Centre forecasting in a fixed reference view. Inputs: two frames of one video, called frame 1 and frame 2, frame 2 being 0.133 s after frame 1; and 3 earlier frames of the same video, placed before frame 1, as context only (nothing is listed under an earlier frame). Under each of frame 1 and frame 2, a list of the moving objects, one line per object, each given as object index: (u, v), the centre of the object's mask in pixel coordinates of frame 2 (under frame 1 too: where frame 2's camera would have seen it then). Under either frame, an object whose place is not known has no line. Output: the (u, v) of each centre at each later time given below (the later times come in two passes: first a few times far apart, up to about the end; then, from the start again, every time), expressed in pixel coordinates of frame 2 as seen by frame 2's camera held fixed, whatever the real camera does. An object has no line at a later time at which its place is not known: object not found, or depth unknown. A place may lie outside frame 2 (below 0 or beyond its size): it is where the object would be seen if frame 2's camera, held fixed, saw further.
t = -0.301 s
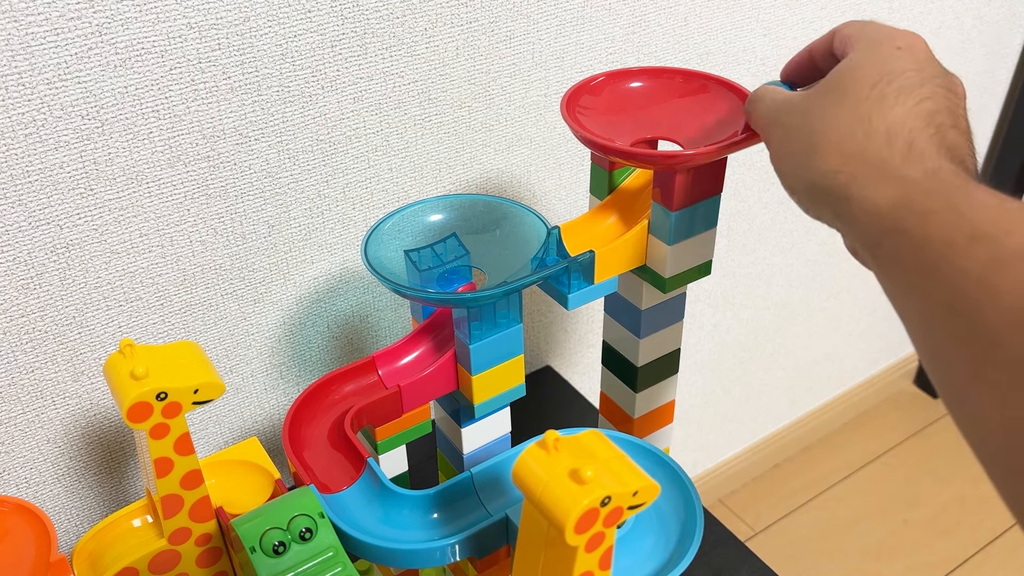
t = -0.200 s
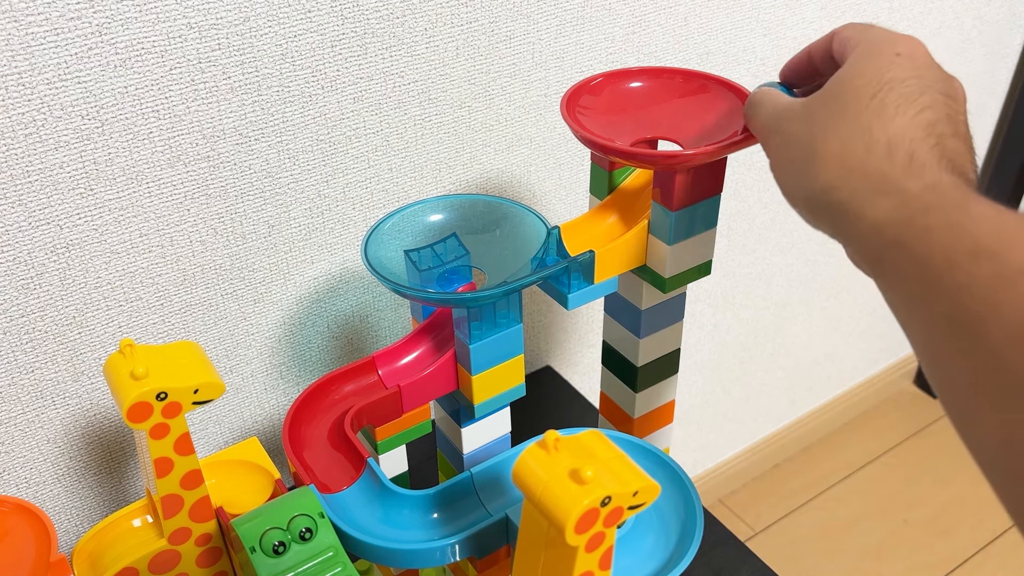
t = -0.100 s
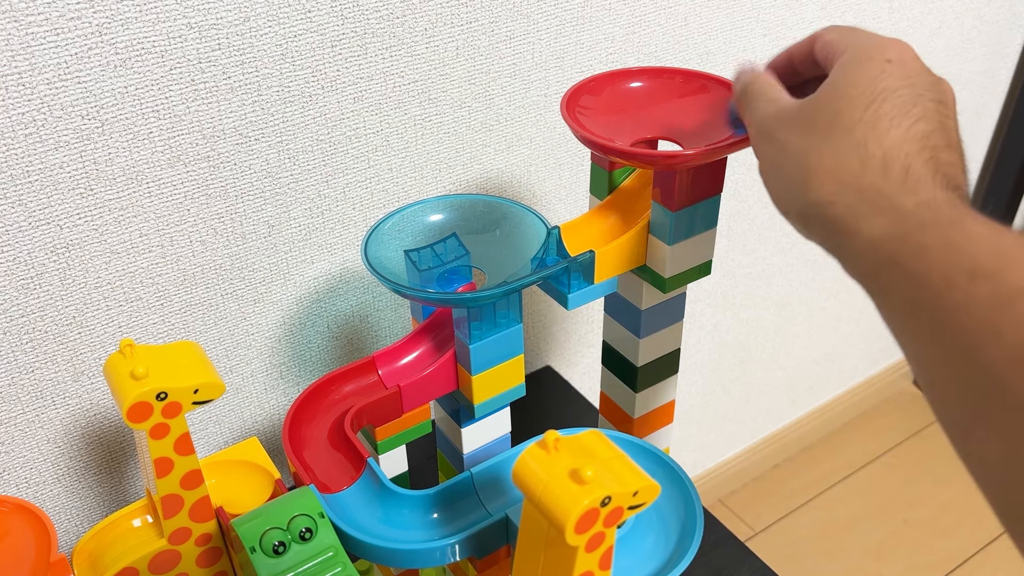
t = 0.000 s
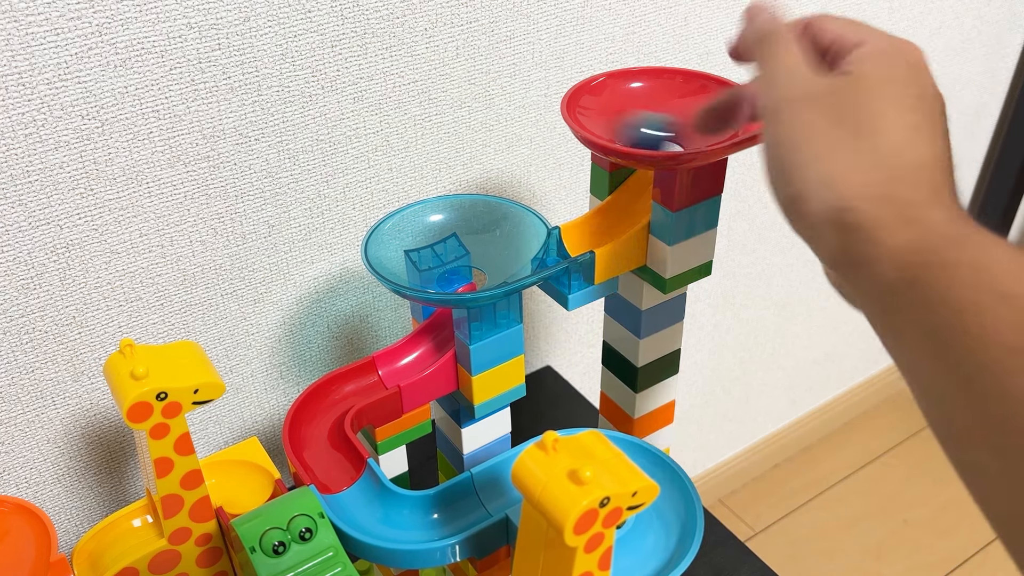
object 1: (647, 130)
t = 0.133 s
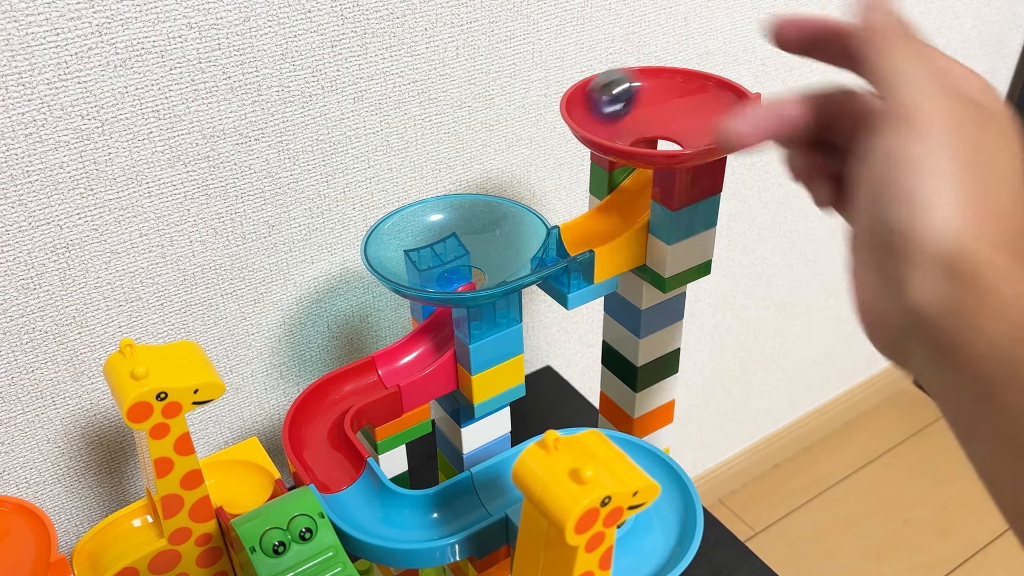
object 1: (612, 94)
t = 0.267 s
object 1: (701, 95)
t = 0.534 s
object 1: (602, 115)
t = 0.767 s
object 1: (714, 103)
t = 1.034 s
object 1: (598, 109)
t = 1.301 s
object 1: (716, 119)
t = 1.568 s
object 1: (607, 98)
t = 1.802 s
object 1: (708, 125)
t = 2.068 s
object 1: (616, 98)
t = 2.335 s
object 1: (687, 131)
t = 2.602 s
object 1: (636, 97)
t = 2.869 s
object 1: (667, 133)
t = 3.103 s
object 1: (632, 102)
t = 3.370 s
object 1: (673, 132)
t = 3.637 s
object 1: (644, 100)
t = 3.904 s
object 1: (656, 132)
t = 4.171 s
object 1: (663, 99)
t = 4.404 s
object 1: (650, 132)
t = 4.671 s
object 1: (670, 100)
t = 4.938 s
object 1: (634, 129)
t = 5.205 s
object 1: (682, 107)
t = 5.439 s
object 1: (641, 130)
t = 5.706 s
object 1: (672, 107)
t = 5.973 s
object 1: (634, 128)
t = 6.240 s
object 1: (682, 109)
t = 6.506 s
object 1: (625, 125)
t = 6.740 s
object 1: (682, 108)
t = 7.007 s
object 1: (624, 125)
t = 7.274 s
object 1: (689, 115)
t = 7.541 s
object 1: (621, 122)
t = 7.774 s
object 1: (683, 116)
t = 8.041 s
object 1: (627, 124)
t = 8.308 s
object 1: (685, 119)
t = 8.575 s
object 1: (626, 121)
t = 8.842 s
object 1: (686, 123)
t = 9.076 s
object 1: (625, 122)
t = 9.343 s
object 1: (688, 122)
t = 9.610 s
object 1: (624, 117)
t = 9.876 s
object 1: (685, 128)
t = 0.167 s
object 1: (633, 86)
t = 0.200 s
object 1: (658, 82)
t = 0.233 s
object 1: (682, 85)
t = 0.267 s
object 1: (701, 95)
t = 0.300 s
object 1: (711, 107)
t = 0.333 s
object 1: (711, 120)
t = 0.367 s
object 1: (699, 128)
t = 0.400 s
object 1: (680, 132)
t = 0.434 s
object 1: (655, 133)
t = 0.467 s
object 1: (631, 129)
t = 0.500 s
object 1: (612, 122)
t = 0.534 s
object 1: (602, 115)
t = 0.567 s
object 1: (602, 110)
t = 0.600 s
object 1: (613, 102)
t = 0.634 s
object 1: (632, 95)
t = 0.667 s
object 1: (654, 92)
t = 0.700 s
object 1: (681, 89)
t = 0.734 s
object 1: (701, 93)
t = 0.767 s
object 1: (714, 103)
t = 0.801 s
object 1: (716, 115)
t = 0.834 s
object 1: (705, 125)
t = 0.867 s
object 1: (689, 130)
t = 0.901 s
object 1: (662, 133)
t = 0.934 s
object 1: (637, 130)
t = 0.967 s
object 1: (616, 124)
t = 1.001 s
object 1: (601, 115)
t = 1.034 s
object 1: (598, 109)
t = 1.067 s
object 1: (604, 103)
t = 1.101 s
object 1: (618, 98)
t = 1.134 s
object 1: (640, 96)
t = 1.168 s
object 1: (664, 97)
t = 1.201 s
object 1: (690, 98)
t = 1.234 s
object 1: (708, 103)
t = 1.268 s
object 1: (718, 113)
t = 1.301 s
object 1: (716, 119)
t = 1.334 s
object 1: (703, 127)
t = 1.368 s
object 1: (685, 131)
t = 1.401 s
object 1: (659, 133)
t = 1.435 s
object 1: (635, 129)
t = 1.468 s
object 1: (615, 123)
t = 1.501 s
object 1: (602, 114)
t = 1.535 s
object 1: (601, 105)
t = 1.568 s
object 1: (607, 98)
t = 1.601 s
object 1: (623, 94)
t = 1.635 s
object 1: (642, 95)
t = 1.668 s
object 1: (664, 99)
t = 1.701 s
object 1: (688, 103)
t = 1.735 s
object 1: (703, 111)
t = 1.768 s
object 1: (711, 119)
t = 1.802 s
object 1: (708, 125)
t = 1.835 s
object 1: (697, 129)
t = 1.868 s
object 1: (679, 133)
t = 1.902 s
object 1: (655, 133)
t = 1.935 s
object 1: (635, 130)
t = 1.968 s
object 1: (619, 123)
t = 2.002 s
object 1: (609, 115)
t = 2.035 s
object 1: (609, 106)
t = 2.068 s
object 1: (616, 98)
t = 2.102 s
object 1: (630, 92)
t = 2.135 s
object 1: (647, 92)
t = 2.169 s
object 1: (669, 95)
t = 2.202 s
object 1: (686, 101)
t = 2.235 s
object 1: (699, 112)
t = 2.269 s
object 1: (702, 121)
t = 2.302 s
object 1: (698, 127)
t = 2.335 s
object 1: (687, 131)
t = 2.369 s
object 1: (669, 133)
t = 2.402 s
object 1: (648, 132)
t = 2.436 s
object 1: (631, 129)
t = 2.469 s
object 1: (617, 124)
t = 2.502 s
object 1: (611, 118)
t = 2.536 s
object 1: (612, 112)
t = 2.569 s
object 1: (622, 103)
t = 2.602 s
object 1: (636, 97)
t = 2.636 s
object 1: (653, 94)
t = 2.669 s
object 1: (675, 94)
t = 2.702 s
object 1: (691, 99)
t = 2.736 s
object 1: (701, 108)
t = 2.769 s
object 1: (704, 118)
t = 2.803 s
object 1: (698, 126)
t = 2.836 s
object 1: (686, 130)
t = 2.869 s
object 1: (667, 133)
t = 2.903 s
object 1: (645, 131)
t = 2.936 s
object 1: (628, 128)
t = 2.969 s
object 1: (613, 122)
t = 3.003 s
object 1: (607, 116)
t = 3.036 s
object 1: (608, 112)
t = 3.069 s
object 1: (618, 105)
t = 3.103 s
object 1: (632, 102)
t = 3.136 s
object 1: (651, 100)
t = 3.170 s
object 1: (672, 100)
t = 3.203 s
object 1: (691, 103)
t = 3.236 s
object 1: (704, 109)
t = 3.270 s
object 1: (708, 117)
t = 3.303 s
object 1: (703, 124)
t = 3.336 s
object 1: (692, 129)
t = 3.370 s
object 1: (673, 132)
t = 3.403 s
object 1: (651, 132)
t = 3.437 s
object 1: (632, 129)
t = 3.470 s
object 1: (616, 122)
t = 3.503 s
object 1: (608, 115)
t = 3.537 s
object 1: (607, 108)
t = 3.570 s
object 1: (614, 102)
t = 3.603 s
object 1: (627, 100)
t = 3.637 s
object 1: (644, 100)
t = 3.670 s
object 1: (664, 102)
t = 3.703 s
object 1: (683, 106)
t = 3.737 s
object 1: (697, 114)
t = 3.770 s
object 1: (703, 121)
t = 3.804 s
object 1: (700, 126)
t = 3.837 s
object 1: (691, 130)
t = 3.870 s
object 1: (674, 133)
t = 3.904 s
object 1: (656, 132)
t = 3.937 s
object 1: (637, 130)
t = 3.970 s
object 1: (623, 124)
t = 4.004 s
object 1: (615, 118)
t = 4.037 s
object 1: (614, 112)
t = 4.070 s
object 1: (620, 103)
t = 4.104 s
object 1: (632, 98)
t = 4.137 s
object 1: (647, 97)
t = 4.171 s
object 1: (663, 99)
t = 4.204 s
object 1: (681, 104)
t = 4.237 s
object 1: (692, 112)
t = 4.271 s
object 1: (696, 121)
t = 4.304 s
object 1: (693, 127)
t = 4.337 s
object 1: (684, 131)
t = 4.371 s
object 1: (668, 133)
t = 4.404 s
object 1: (650, 132)
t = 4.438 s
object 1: (634, 129)
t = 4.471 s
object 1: (622, 125)
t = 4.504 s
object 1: (616, 120)
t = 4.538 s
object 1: (616, 115)
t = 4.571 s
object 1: (623, 108)
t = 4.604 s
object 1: (635, 104)
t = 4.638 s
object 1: (651, 101)
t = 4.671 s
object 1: (670, 100)
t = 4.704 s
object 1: (685, 103)
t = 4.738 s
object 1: (695, 110)
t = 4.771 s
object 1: (699, 119)
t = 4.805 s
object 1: (695, 125)
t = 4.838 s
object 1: (685, 130)
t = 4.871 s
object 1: (669, 132)
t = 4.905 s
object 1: (650, 131)
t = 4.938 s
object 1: (634, 129)
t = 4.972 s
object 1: (620, 124)
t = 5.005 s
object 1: (613, 119)
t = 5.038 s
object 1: (612, 114)
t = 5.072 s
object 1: (618, 110)
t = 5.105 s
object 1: (630, 106)
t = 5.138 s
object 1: (645, 105)
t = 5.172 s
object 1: (664, 105)
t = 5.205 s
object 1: (682, 107)
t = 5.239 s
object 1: (694, 113)
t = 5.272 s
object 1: (700, 119)
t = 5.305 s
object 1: (699, 124)
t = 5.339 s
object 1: (691, 128)
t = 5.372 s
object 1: (677, 132)
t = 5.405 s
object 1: (659, 132)
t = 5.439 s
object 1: (641, 130)
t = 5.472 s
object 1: (627, 126)
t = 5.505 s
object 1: (618, 121)
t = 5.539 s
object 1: (614, 115)
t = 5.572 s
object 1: (618, 109)
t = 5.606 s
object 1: (626, 104)
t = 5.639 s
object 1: (639, 103)
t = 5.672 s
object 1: (653, 104)
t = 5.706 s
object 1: (672, 107)
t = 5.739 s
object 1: (685, 113)
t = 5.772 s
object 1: (693, 120)
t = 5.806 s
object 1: (695, 125)
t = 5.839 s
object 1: (690, 129)
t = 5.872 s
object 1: (679, 132)
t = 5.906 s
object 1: (664, 133)
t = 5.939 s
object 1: (647, 131)
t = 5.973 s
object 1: (634, 128)
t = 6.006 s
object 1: (624, 124)
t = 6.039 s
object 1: (620, 118)
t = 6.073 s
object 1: (622, 112)
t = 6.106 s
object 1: (629, 106)
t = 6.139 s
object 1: (640, 103)
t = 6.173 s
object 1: (653, 102)
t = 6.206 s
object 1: (670, 104)
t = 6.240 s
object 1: (682, 109)
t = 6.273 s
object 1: (689, 116)
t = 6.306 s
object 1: (691, 123)
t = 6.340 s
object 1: (687, 128)
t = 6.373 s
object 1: (676, 131)
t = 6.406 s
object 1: (663, 132)
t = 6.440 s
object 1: (648, 132)
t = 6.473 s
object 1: (635, 129)
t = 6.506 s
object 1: (625, 125)
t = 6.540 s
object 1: (621, 121)
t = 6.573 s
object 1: (622, 117)
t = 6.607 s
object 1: (629, 111)
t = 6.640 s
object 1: (640, 107)
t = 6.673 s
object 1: (653, 105)
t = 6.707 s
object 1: (668, 105)
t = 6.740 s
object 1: (682, 108)
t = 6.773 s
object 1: (690, 113)
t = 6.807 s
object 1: (693, 120)
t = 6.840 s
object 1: (690, 126)
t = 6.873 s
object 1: (681, 130)
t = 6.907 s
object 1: (667, 132)
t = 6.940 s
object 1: (650, 131)
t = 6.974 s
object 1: (636, 129)
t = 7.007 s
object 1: (624, 125)
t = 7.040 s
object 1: (619, 121)
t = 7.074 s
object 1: (618, 117)
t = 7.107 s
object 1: (624, 113)
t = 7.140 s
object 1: (633, 110)
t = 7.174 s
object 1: (648, 108)
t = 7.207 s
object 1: (664, 108)
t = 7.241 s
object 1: (679, 110)
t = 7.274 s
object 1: (689, 115)
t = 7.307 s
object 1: (694, 121)
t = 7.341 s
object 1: (693, 125)
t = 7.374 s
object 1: (686, 129)
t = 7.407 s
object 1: (673, 132)
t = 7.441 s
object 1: (657, 132)
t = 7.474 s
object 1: (642, 129)
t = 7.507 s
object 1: (630, 127)
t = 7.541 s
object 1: (621, 122)
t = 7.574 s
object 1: (619, 117)
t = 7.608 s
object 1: (622, 112)
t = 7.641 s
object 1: (630, 109)
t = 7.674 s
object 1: (641, 107)
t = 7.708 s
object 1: (654, 109)
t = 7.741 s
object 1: (672, 111)
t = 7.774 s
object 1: (683, 116)
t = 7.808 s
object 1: (690, 121)
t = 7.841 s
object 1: (691, 125)
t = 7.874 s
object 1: (686, 129)
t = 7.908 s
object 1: (676, 132)
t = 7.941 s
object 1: (663, 132)
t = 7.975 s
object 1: (649, 131)
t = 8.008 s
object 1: (636, 128)
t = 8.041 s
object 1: (627, 124)
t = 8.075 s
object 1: (624, 119)
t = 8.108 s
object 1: (625, 114)
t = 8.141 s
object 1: (631, 109)
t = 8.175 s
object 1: (641, 106)
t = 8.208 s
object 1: (654, 106)
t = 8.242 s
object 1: (667, 109)
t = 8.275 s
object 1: (678, 113)
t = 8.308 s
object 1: (685, 119)
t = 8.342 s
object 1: (687, 125)
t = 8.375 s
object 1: (683, 129)
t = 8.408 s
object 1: (675, 131)
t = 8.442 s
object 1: (663, 132)
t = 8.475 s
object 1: (650, 131)
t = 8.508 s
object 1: (638, 129)
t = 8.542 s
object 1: (630, 126)
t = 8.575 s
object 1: (626, 121)
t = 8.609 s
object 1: (627, 117)
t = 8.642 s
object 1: (633, 111)
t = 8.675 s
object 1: (642, 108)
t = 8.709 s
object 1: (655, 107)
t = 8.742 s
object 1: (667, 108)
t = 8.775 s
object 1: (678, 112)
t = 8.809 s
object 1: (684, 117)
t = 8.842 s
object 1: (686, 123)
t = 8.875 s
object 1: (682, 127)
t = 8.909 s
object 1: (673, 131)
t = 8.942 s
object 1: (660, 132)
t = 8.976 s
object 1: (649, 131)
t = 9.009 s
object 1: (636, 129)
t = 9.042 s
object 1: (629, 126)
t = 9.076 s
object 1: (625, 122)
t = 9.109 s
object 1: (626, 119)
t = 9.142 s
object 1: (632, 115)
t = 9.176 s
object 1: (643, 112)
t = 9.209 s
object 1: (655, 110)
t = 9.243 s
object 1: (669, 111)
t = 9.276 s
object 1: (680, 113)
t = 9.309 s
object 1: (687, 117)
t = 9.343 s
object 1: (688, 122)
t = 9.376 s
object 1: (685, 127)
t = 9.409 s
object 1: (675, 130)
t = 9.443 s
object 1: (663, 131)
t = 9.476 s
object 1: (648, 130)
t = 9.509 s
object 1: (636, 128)
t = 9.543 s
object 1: (627, 124)
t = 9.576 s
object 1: (623, 120)
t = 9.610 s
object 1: (624, 117)
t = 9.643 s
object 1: (630, 113)
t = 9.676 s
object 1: (640, 112)
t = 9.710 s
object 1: (653, 112)
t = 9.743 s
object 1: (666, 113)
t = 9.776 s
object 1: (677, 116)
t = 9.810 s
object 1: (685, 121)
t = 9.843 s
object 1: (688, 125)
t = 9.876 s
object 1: (685, 128)
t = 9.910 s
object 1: (678, 130)
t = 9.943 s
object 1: (664, 132)
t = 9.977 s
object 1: (652, 131)
